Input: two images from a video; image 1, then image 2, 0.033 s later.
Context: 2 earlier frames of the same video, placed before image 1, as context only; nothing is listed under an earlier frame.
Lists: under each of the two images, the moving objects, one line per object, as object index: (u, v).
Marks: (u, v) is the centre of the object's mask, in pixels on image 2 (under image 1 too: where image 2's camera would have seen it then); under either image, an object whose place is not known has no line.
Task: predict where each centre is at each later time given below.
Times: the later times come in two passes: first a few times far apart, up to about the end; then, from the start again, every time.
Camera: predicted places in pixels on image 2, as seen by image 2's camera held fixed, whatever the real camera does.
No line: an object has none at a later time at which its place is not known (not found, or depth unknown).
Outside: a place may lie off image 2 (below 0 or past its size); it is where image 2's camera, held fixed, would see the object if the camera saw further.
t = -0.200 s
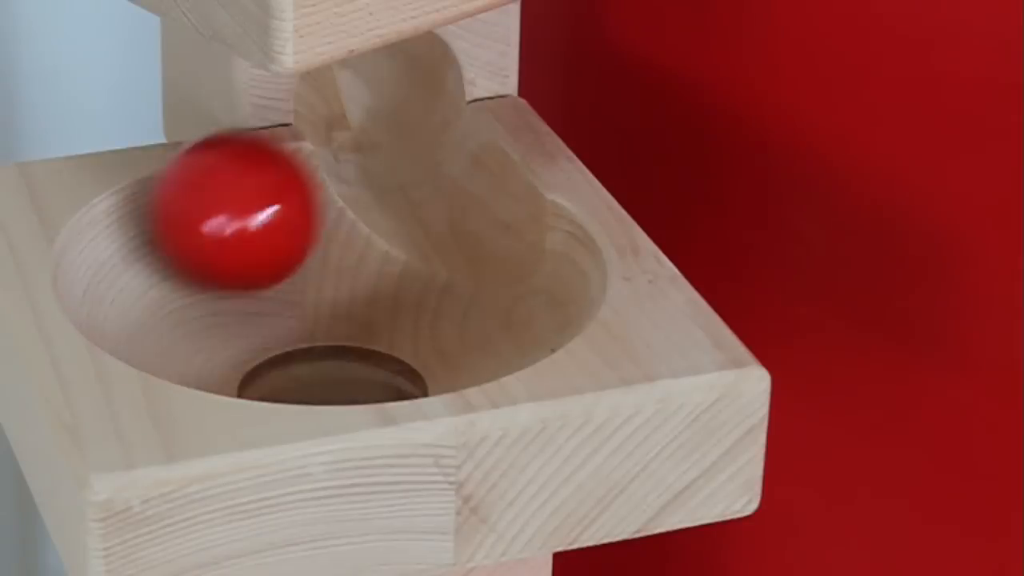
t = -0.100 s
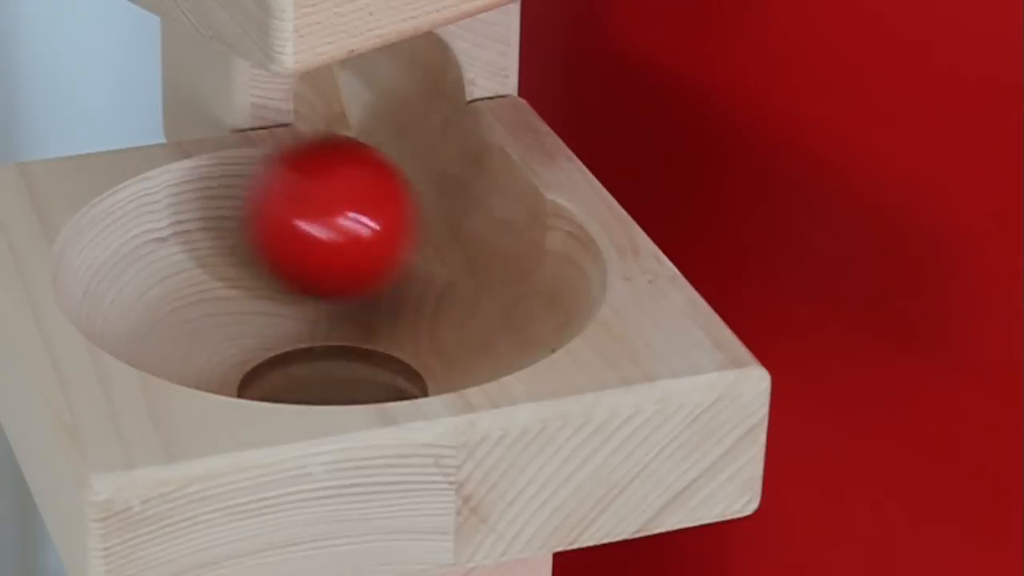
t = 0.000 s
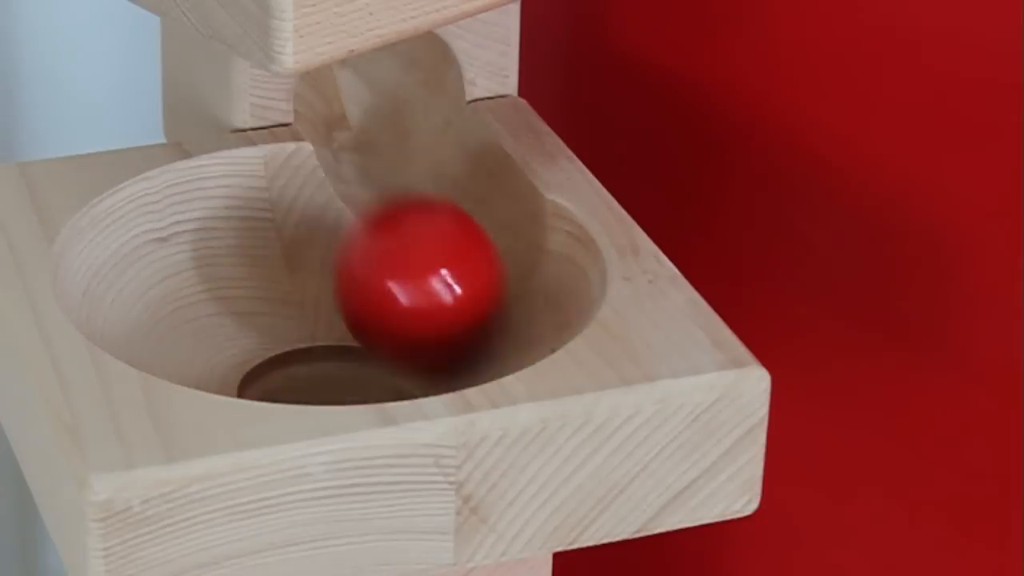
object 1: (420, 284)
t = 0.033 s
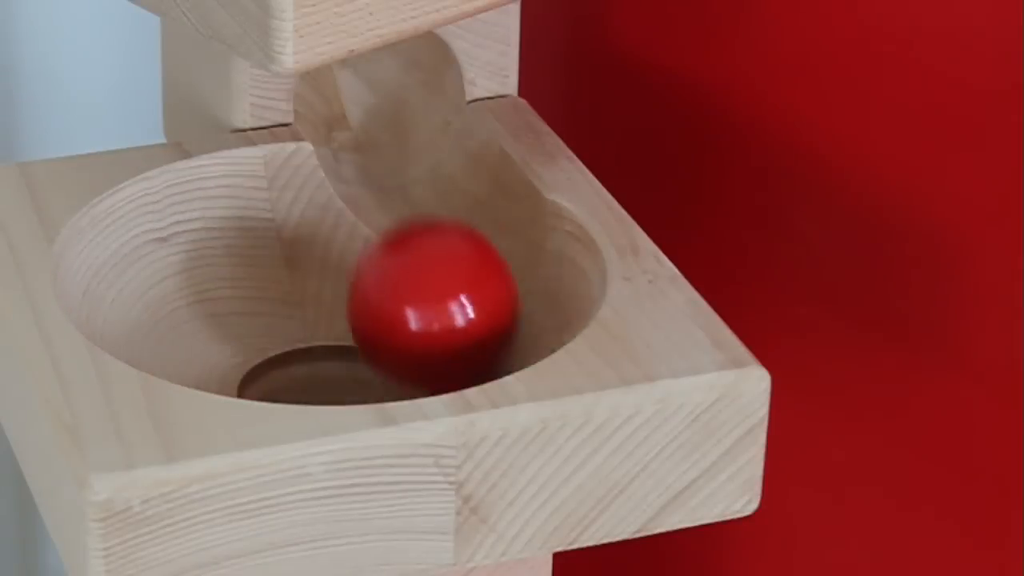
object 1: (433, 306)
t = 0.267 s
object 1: (287, 342)
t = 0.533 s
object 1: (320, 228)
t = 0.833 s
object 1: (427, 319)
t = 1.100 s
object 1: (172, 295)
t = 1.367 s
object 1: (411, 265)
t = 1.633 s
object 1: (384, 338)
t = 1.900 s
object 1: (230, 238)
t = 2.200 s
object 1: (410, 326)
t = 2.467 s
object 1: (248, 332)
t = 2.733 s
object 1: (391, 240)
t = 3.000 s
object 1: (386, 333)
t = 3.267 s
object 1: (198, 277)
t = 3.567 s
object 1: (433, 315)
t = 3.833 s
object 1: (296, 337)
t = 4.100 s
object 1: (340, 235)
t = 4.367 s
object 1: (334, 342)
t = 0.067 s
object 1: (434, 320)
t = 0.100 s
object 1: (422, 330)
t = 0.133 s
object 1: (403, 337)
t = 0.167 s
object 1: (379, 342)
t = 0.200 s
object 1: (349, 344)
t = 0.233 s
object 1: (316, 344)
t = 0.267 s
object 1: (287, 342)
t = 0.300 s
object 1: (261, 338)
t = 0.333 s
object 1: (241, 332)
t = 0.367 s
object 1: (229, 323)
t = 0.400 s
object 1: (227, 311)
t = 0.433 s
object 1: (239, 289)
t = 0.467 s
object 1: (259, 266)
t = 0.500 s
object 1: (289, 245)
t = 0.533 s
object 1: (320, 228)
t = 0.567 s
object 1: (353, 217)
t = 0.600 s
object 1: (385, 212)
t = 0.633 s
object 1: (413, 215)
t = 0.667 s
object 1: (436, 222)
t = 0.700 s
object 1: (453, 234)
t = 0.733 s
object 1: (463, 252)
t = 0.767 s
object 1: (462, 276)
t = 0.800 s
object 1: (452, 300)
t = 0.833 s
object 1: (427, 319)
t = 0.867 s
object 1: (393, 333)
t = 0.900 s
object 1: (353, 340)
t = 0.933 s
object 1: (307, 341)
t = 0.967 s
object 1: (267, 336)
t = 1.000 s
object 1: (231, 328)
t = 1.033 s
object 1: (202, 318)
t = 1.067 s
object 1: (181, 306)
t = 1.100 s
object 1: (172, 295)
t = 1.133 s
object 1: (174, 286)
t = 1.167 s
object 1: (188, 277)
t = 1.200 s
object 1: (213, 269)
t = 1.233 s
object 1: (246, 264)
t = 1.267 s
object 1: (287, 261)
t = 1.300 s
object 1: (331, 261)
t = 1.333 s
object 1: (373, 262)
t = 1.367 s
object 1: (411, 265)
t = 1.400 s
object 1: (444, 274)
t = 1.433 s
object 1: (467, 285)
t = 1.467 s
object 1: (478, 293)
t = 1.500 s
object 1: (478, 301)
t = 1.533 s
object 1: (469, 311)
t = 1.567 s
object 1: (447, 322)
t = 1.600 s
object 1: (419, 331)
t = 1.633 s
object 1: (384, 338)
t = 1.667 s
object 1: (343, 341)
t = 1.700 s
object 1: (301, 340)
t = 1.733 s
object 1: (266, 332)
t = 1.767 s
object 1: (239, 319)
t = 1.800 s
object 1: (223, 298)
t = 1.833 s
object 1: (217, 275)
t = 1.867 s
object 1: (220, 255)
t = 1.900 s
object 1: (230, 238)
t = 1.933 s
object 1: (247, 227)
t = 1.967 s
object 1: (271, 222)
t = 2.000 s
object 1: (296, 225)
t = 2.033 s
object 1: (326, 235)
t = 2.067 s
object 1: (354, 249)
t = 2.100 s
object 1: (378, 267)
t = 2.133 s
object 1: (401, 292)
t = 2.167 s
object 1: (412, 314)
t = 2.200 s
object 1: (410, 326)
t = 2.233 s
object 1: (398, 335)
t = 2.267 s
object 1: (379, 340)
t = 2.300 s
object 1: (357, 343)
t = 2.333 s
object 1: (332, 344)
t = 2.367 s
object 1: (307, 343)
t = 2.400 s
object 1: (284, 342)
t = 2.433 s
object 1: (263, 338)
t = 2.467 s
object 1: (248, 332)
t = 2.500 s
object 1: (239, 326)
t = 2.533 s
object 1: (239, 318)
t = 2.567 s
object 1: (250, 307)
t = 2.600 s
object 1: (271, 288)
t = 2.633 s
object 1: (300, 270)
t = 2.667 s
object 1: (332, 255)
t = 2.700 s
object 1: (364, 245)
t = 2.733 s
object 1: (391, 240)
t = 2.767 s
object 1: (417, 241)
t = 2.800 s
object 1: (437, 246)
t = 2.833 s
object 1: (449, 256)
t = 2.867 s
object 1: (455, 269)
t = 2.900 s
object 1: (453, 285)
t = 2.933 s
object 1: (441, 304)
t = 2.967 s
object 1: (418, 321)
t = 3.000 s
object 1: (386, 333)
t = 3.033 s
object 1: (347, 340)
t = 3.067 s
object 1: (304, 339)
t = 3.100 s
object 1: (267, 333)
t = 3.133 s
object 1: (235, 324)
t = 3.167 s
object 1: (212, 312)
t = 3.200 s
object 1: (198, 300)
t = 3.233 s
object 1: (193, 288)
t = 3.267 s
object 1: (198, 277)
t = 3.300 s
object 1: (211, 269)
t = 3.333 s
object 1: (233, 265)
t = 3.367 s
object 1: (261, 264)
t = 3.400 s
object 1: (295, 268)
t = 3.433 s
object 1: (333, 274)
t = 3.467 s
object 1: (369, 283)
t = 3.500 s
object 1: (400, 296)
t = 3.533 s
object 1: (421, 307)
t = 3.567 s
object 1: (433, 315)
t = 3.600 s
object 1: (436, 321)
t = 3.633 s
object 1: (430, 327)
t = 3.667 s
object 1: (417, 332)
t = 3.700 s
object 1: (398, 337)
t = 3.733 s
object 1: (375, 340)
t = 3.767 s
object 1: (349, 342)
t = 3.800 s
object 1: (321, 341)
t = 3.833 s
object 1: (296, 337)
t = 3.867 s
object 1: (275, 331)
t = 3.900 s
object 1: (262, 317)
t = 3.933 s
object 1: (262, 296)
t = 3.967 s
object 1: (270, 274)
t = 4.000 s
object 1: (283, 257)
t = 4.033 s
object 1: (300, 244)
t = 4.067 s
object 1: (320, 236)
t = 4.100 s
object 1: (340, 235)
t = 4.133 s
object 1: (359, 241)
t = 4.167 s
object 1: (376, 251)
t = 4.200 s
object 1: (389, 266)
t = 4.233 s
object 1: (398, 288)
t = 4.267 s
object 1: (399, 311)
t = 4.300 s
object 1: (387, 328)
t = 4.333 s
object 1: (363, 337)
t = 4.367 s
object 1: (334, 342)
